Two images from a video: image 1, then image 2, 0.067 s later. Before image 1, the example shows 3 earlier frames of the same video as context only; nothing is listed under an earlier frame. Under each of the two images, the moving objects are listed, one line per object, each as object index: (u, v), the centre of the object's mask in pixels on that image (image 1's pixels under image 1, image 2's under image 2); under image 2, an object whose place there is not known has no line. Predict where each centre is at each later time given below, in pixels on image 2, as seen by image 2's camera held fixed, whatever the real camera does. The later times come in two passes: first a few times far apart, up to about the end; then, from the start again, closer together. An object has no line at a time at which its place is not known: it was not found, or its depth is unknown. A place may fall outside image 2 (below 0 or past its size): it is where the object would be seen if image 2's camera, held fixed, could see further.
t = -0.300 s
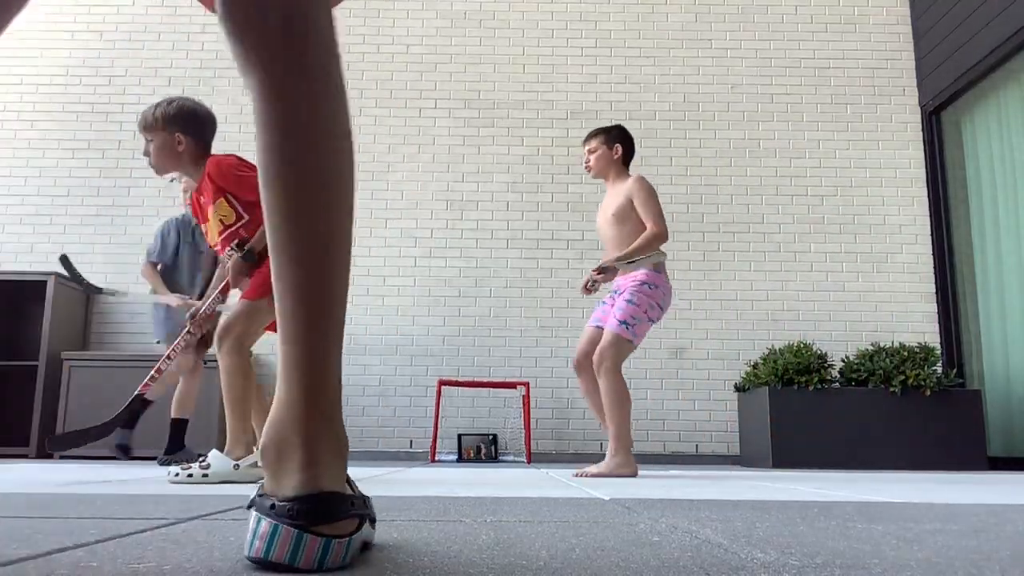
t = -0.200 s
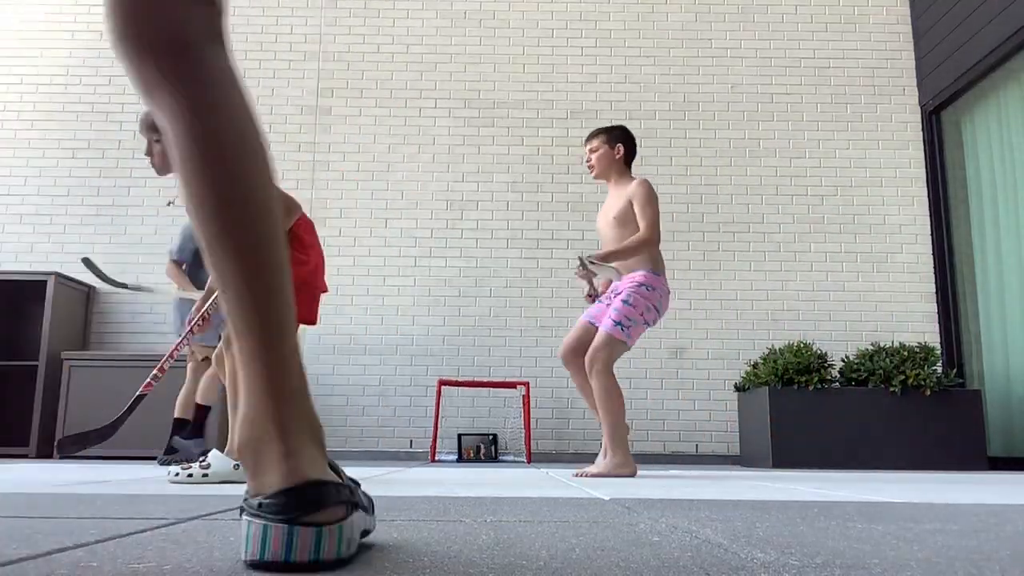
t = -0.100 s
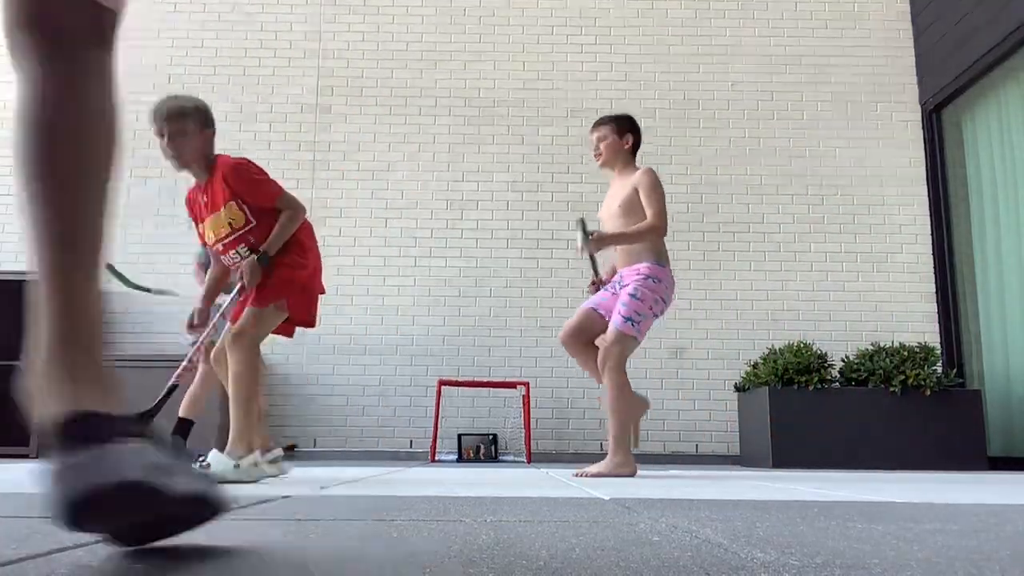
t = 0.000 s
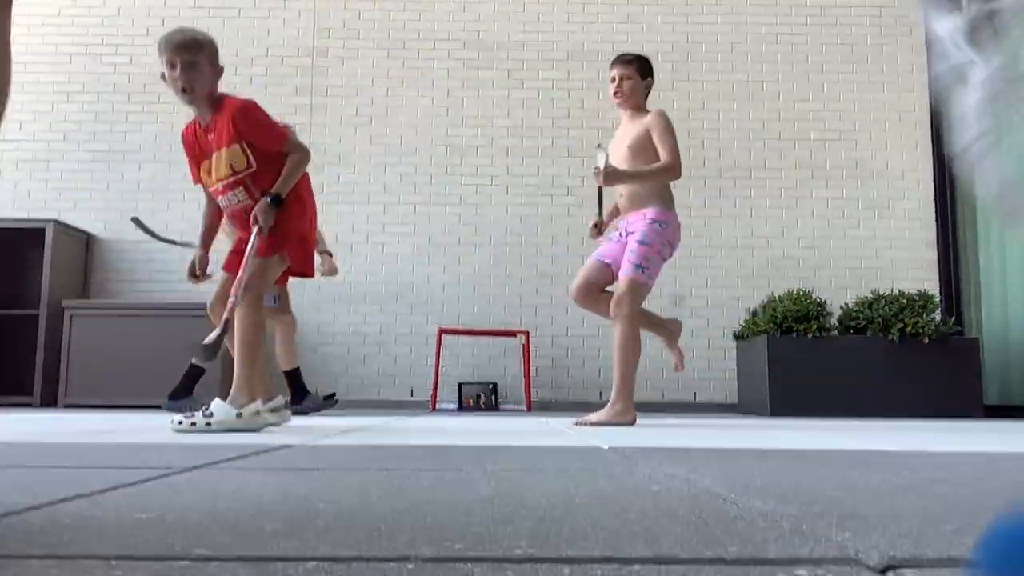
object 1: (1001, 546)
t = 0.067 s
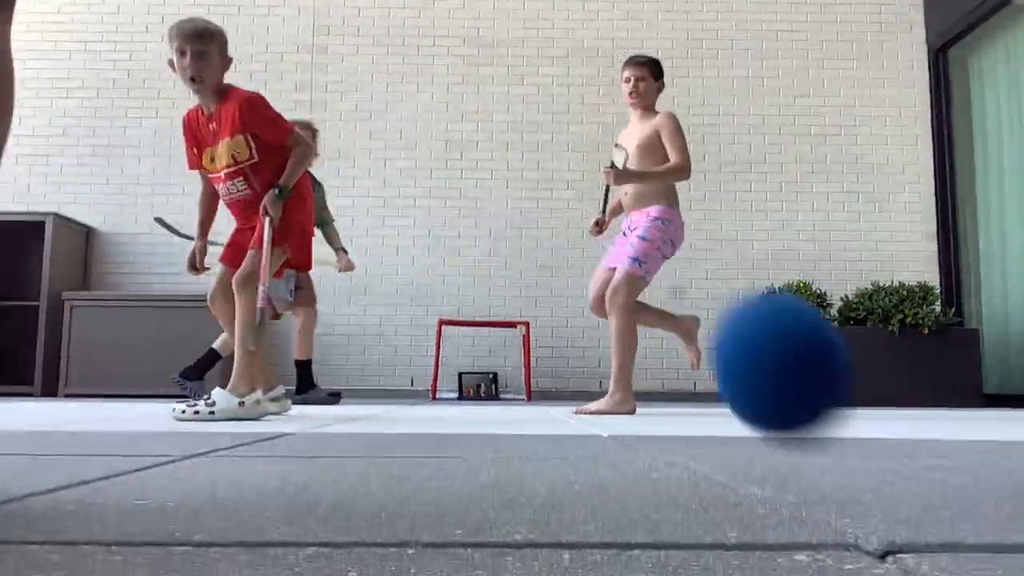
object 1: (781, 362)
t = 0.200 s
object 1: (613, 275)
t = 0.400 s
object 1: (531, 416)
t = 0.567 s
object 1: (496, 392)
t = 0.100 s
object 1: (712, 290)
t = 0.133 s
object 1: (668, 264)
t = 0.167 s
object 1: (637, 262)
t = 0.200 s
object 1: (613, 275)
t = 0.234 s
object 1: (594, 297)
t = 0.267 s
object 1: (578, 328)
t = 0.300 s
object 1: (565, 368)
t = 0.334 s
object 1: (553, 413)
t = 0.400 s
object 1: (531, 416)
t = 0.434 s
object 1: (520, 394)
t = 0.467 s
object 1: (511, 385)
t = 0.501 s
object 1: (503, 385)
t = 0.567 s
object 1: (496, 392)
